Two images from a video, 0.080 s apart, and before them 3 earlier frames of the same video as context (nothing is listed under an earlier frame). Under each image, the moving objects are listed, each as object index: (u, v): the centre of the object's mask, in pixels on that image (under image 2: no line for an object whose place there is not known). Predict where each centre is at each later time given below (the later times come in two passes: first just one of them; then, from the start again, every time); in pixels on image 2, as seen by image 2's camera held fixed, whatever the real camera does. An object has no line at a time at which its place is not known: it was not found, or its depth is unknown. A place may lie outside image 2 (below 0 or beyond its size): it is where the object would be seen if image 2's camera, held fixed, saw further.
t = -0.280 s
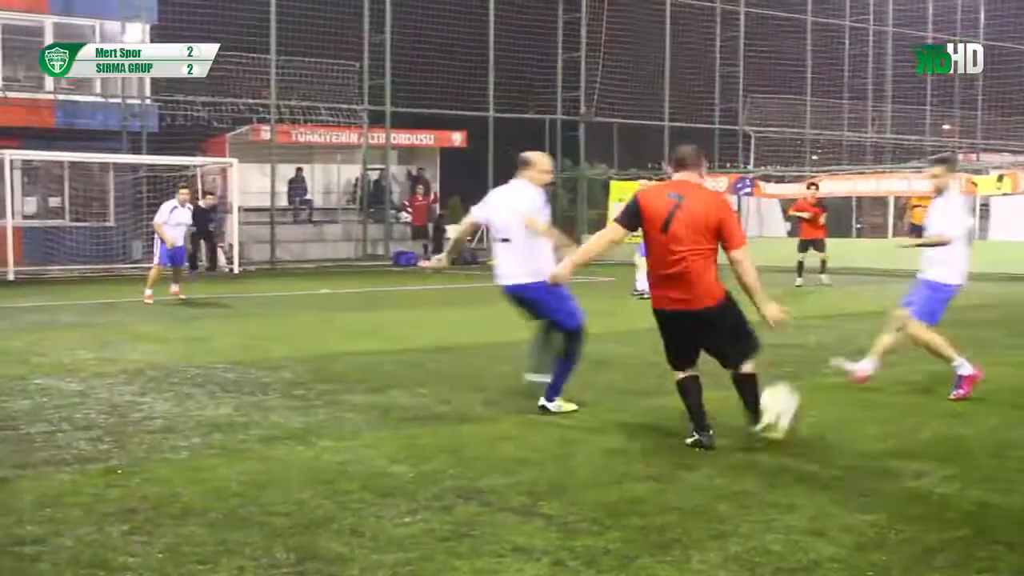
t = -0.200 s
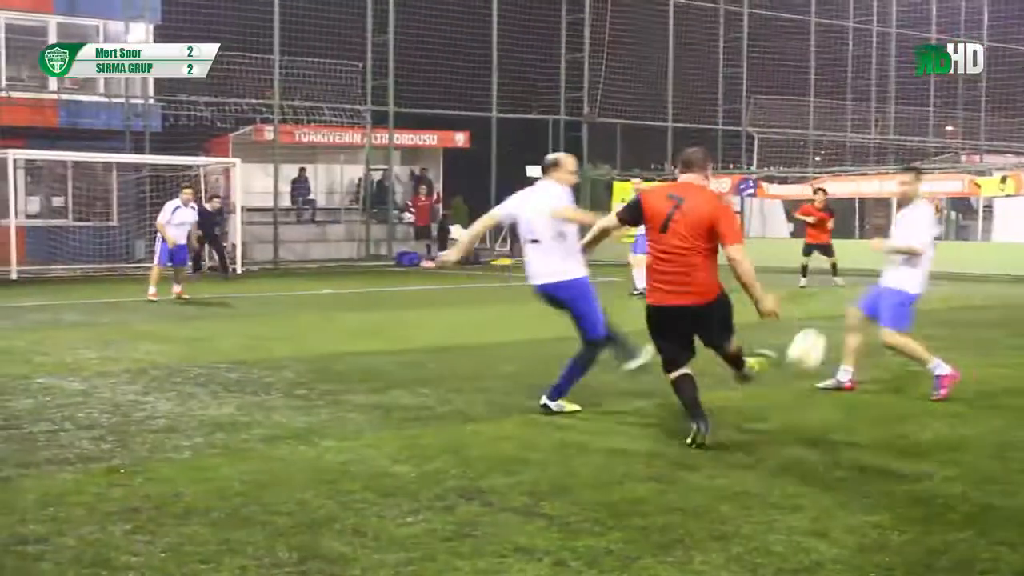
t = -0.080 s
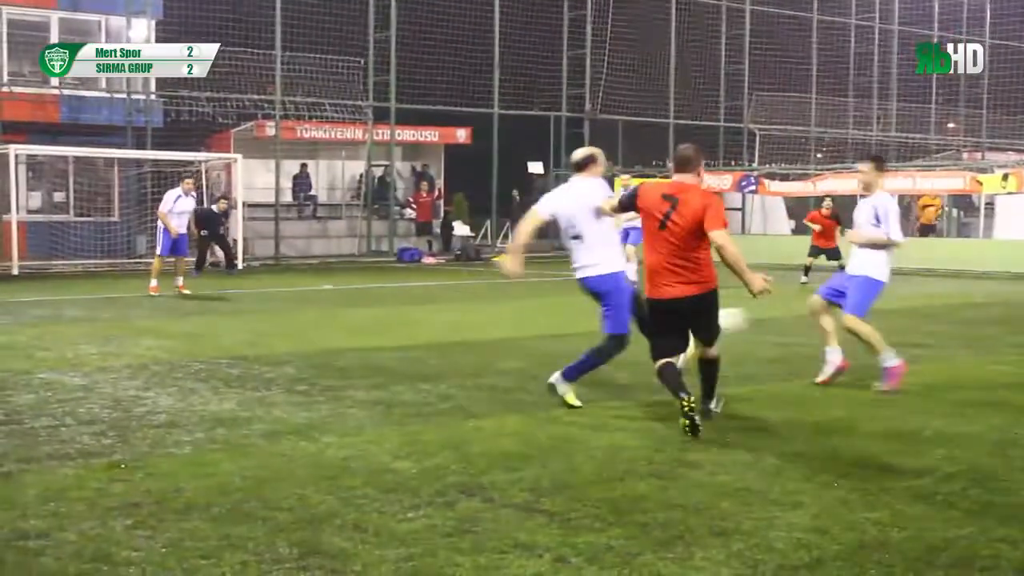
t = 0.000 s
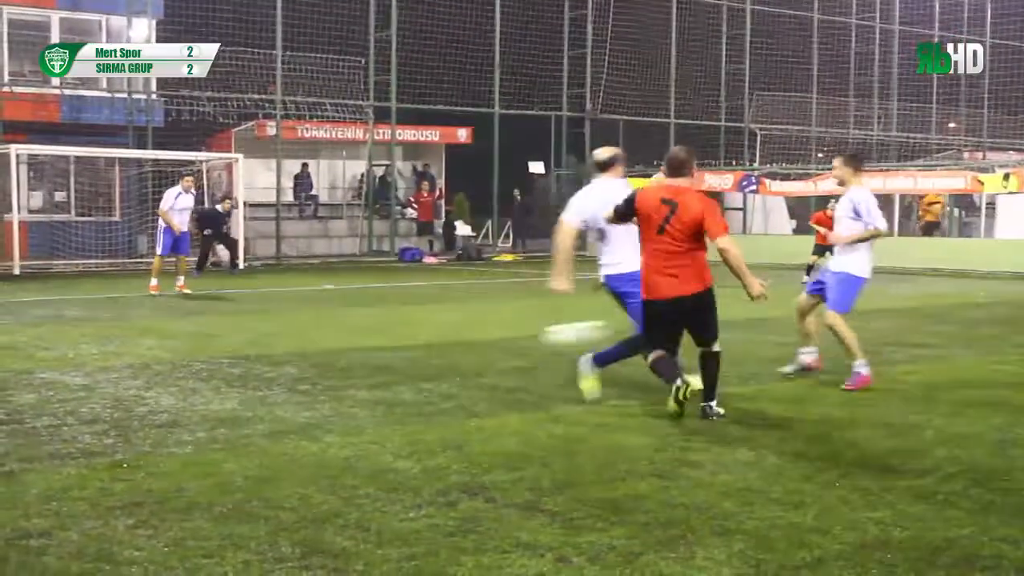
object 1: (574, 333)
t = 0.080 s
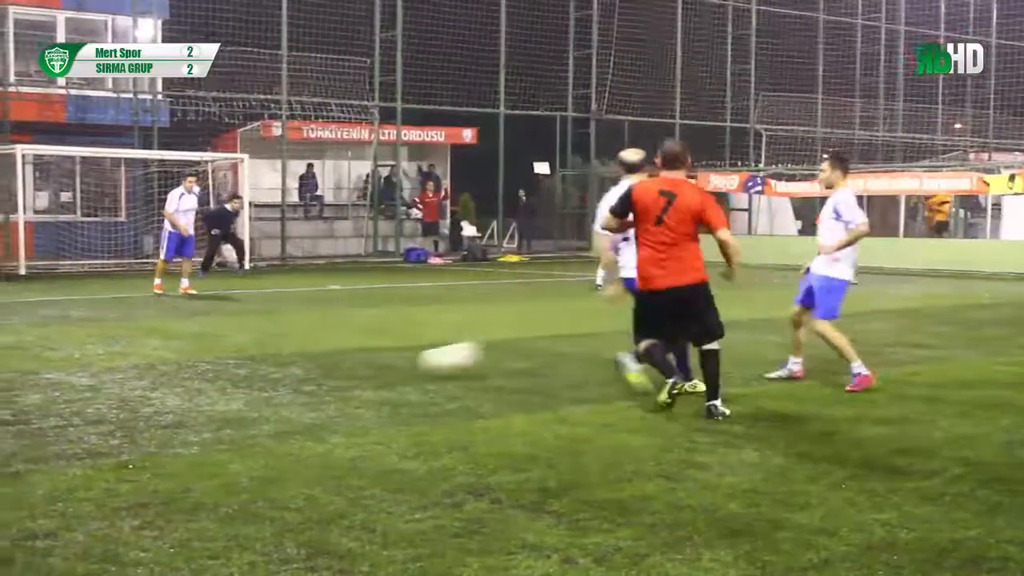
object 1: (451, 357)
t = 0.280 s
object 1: (202, 327)
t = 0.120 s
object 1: (395, 352)
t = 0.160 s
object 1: (345, 343)
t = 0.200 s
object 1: (295, 333)
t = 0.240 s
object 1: (248, 330)
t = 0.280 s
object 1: (202, 327)
